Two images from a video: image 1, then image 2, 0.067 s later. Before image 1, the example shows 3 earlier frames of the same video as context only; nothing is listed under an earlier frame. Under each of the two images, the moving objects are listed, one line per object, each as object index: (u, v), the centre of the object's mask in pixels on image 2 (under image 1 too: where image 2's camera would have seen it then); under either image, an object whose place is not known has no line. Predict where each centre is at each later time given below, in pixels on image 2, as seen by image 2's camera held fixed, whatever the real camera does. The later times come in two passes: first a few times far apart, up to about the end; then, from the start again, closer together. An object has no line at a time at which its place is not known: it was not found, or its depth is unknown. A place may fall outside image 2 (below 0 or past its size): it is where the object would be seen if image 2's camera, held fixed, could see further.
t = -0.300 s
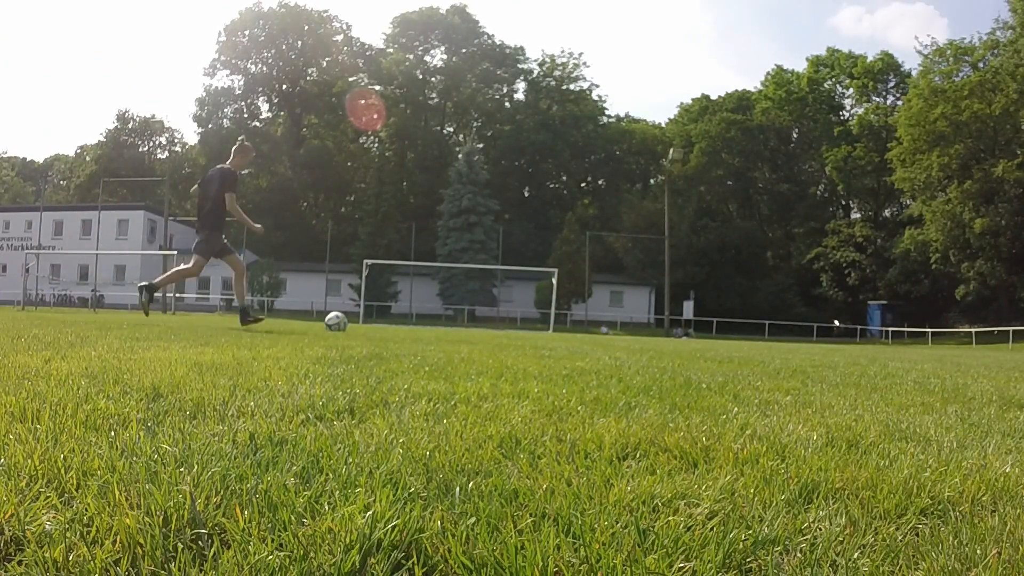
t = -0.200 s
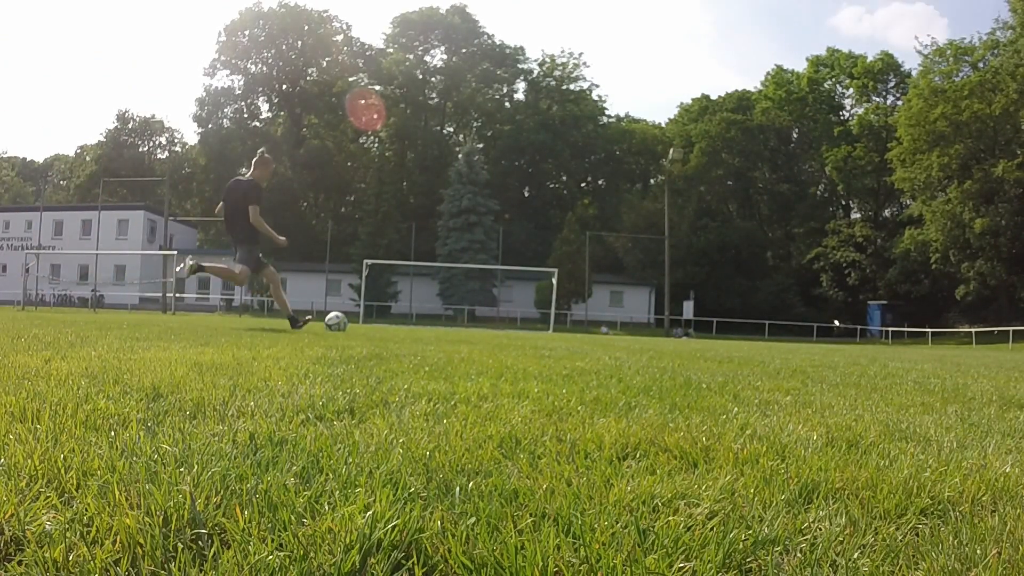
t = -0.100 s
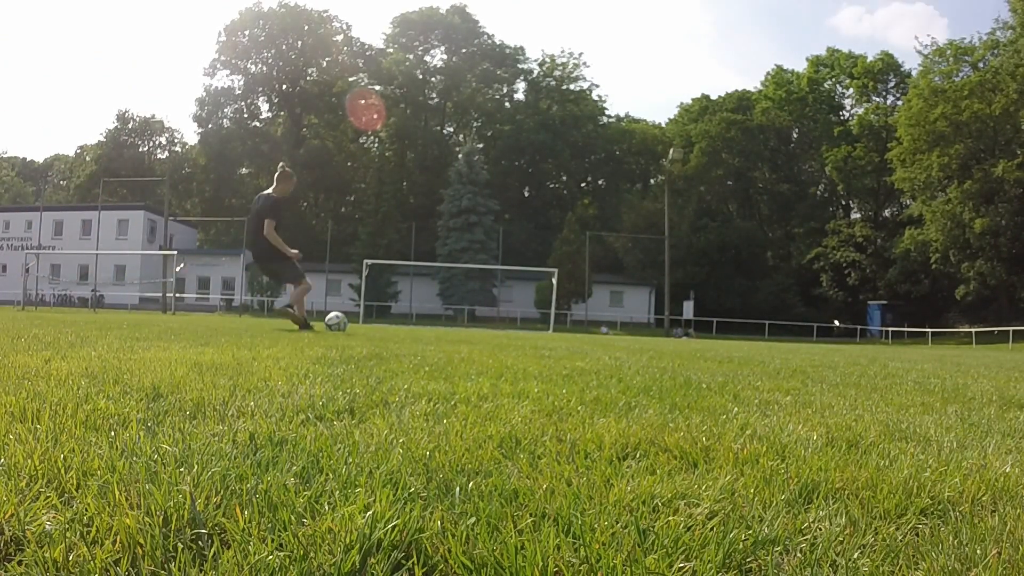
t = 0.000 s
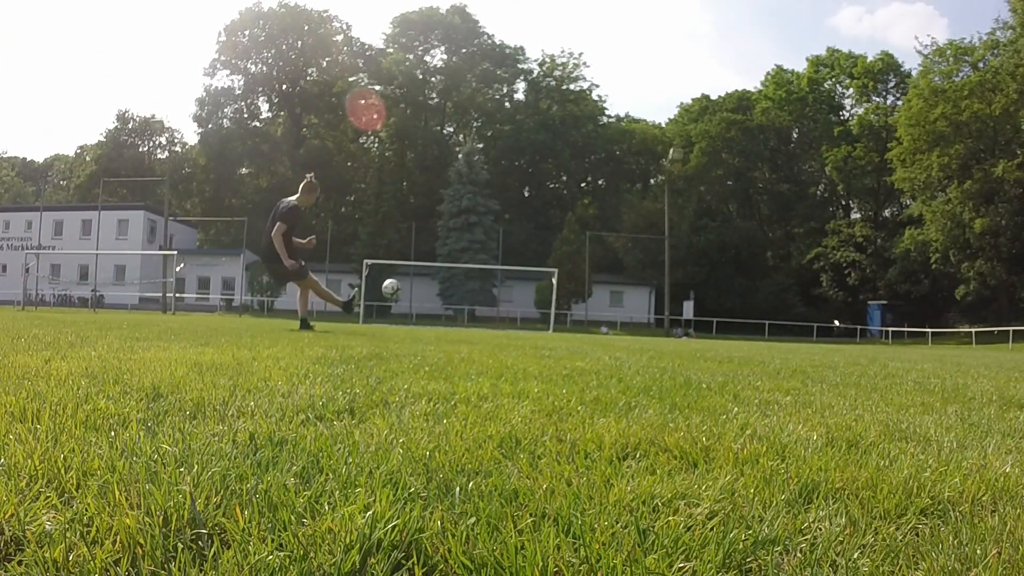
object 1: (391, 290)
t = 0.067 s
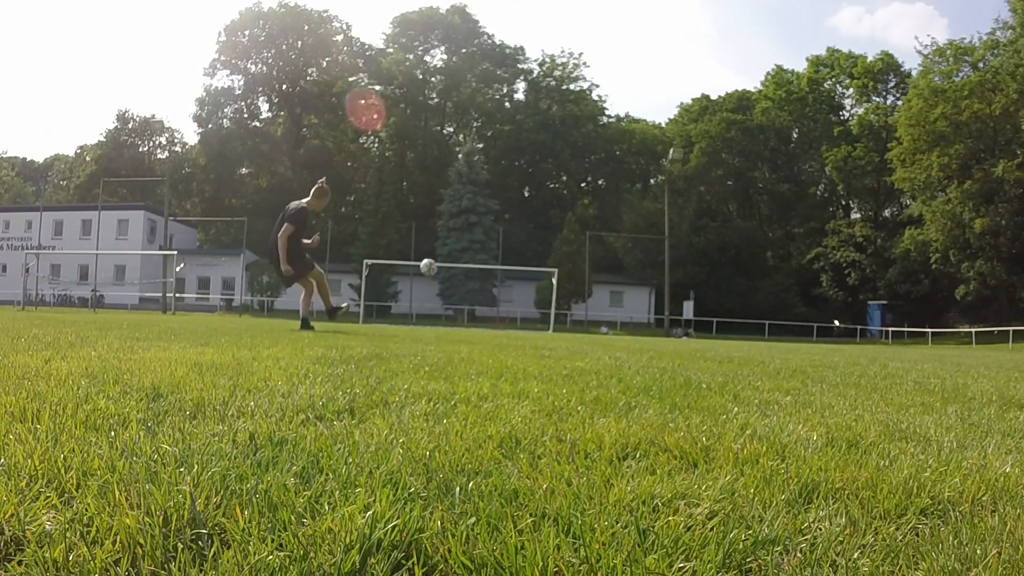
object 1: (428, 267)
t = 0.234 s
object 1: (483, 240)
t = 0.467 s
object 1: (517, 232)
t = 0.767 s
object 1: (534, 244)
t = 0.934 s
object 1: (537, 256)
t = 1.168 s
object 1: (537, 277)
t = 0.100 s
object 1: (443, 259)
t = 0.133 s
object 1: (455, 253)
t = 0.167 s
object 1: (466, 248)
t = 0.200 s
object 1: (475, 243)
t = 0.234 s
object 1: (483, 240)
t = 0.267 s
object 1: (490, 237)
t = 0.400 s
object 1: (510, 232)
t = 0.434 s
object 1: (514, 232)
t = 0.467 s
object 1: (517, 232)
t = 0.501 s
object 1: (520, 232)
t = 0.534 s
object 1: (523, 233)
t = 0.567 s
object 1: (525, 234)
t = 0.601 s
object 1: (527, 235)
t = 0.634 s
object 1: (528, 236)
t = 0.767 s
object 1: (534, 244)
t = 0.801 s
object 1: (534, 246)
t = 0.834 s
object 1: (535, 248)
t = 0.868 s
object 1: (536, 251)
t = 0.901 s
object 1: (536, 253)
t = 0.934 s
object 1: (537, 256)
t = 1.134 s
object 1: (537, 274)
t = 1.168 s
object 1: (537, 277)
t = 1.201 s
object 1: (537, 280)
